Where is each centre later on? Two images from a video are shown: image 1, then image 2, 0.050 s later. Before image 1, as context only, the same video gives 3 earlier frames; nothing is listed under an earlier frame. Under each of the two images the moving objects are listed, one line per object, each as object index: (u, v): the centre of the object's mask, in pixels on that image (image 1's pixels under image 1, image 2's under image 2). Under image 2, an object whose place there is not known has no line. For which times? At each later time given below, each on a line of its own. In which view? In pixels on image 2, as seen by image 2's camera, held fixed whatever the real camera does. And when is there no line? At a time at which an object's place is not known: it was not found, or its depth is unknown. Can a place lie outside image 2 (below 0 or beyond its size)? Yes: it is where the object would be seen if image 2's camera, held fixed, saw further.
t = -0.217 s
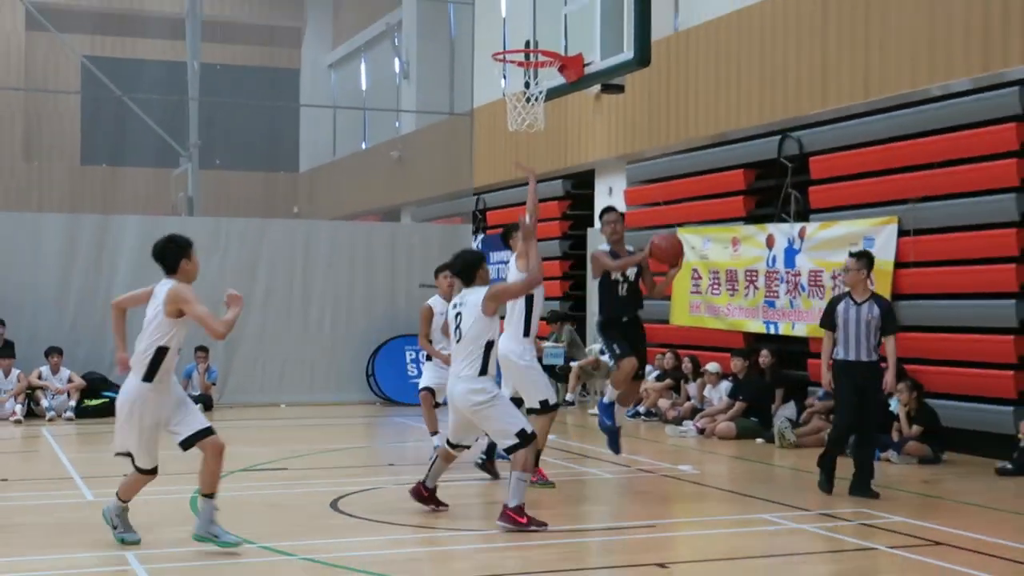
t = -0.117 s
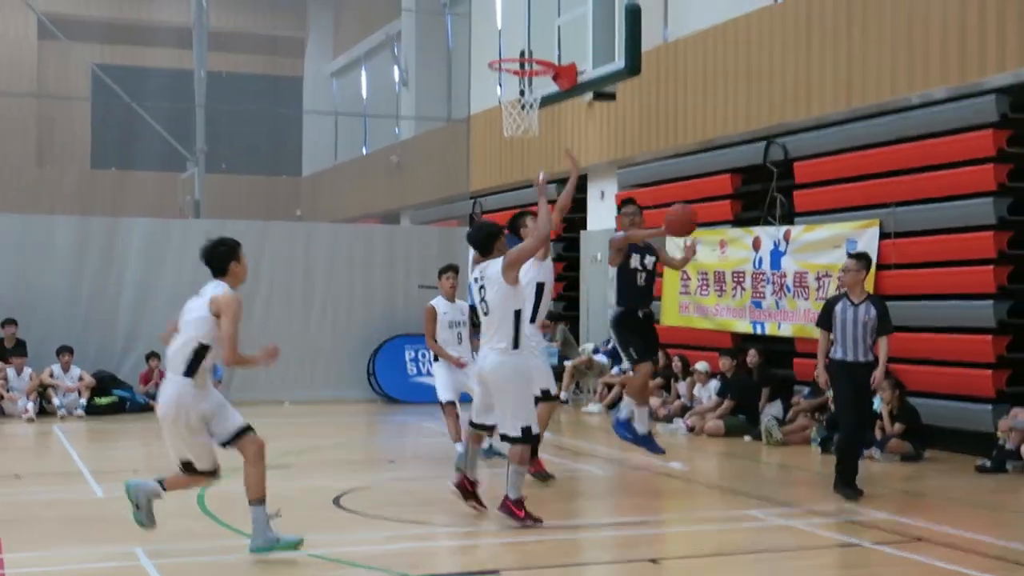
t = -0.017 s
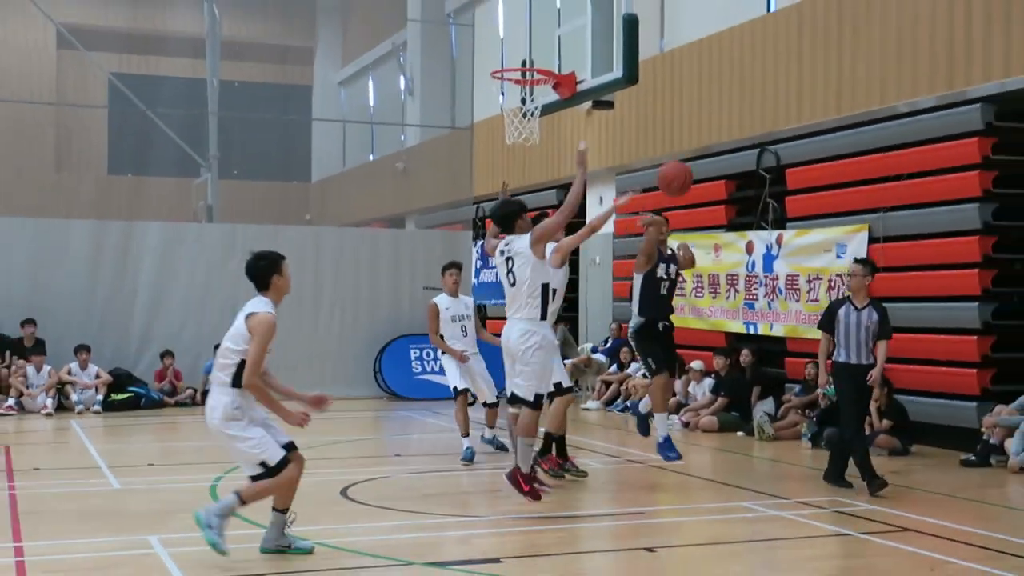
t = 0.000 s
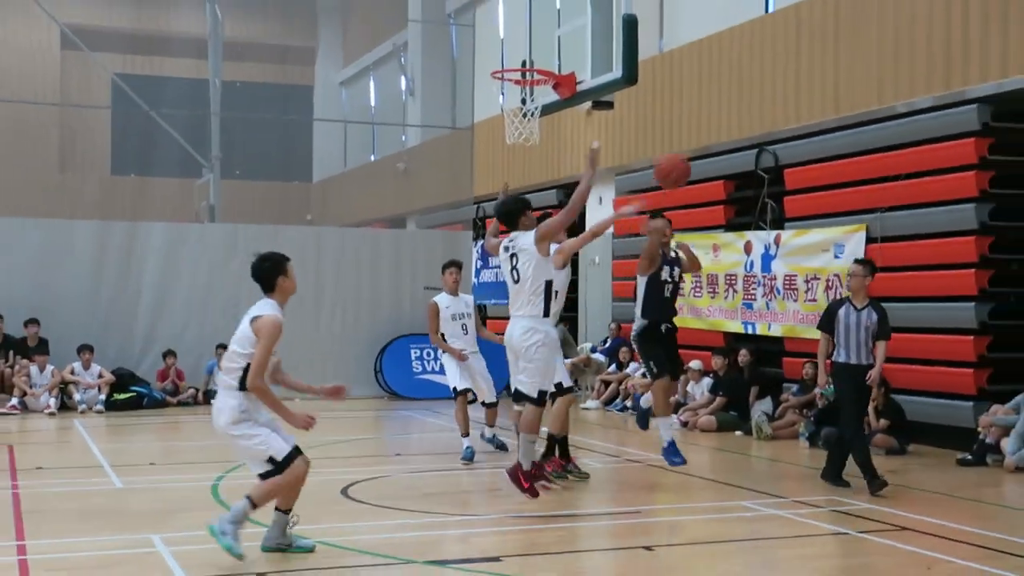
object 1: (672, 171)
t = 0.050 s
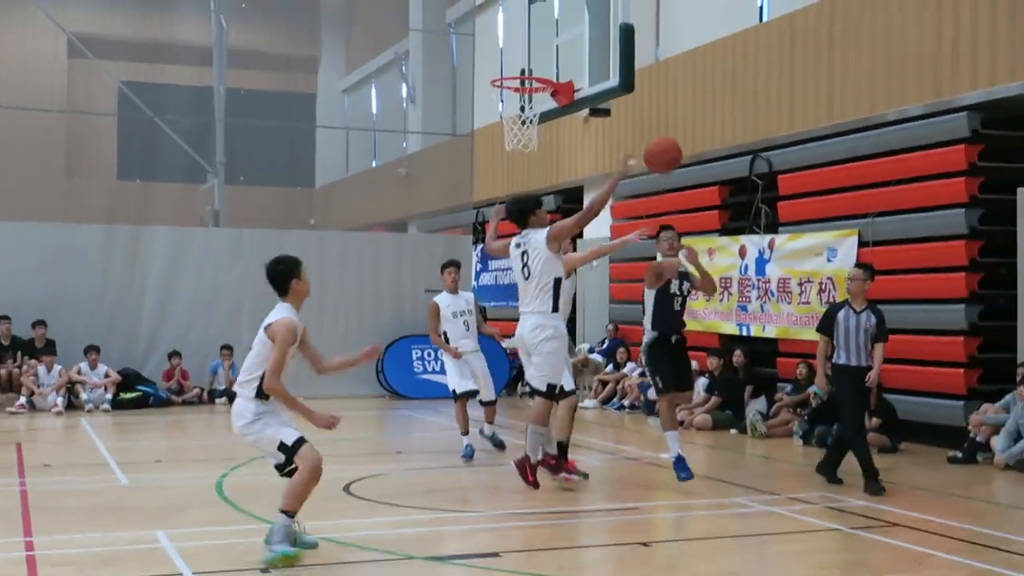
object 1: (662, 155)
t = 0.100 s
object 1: (657, 132)
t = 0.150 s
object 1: (652, 112)
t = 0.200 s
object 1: (643, 94)
